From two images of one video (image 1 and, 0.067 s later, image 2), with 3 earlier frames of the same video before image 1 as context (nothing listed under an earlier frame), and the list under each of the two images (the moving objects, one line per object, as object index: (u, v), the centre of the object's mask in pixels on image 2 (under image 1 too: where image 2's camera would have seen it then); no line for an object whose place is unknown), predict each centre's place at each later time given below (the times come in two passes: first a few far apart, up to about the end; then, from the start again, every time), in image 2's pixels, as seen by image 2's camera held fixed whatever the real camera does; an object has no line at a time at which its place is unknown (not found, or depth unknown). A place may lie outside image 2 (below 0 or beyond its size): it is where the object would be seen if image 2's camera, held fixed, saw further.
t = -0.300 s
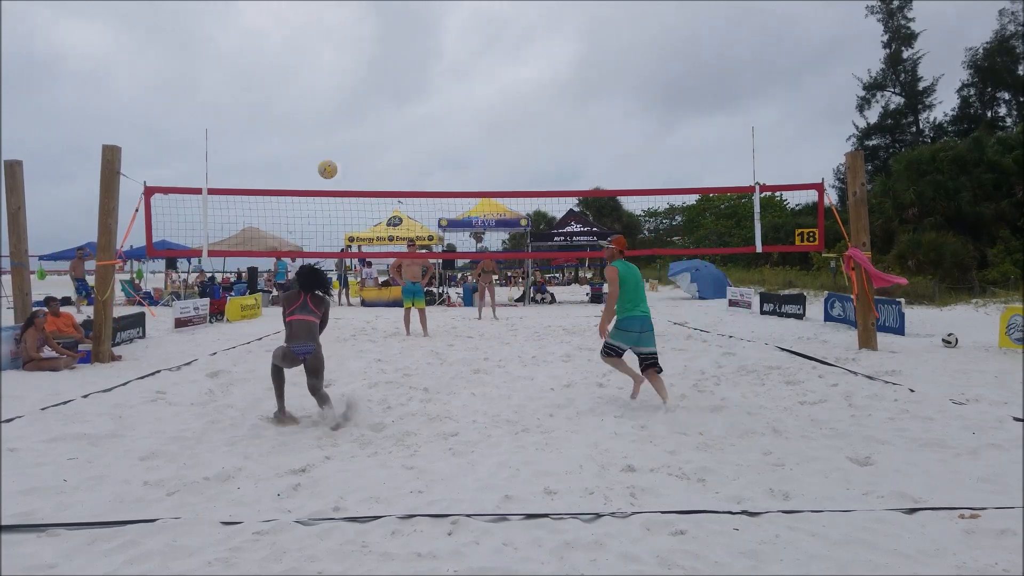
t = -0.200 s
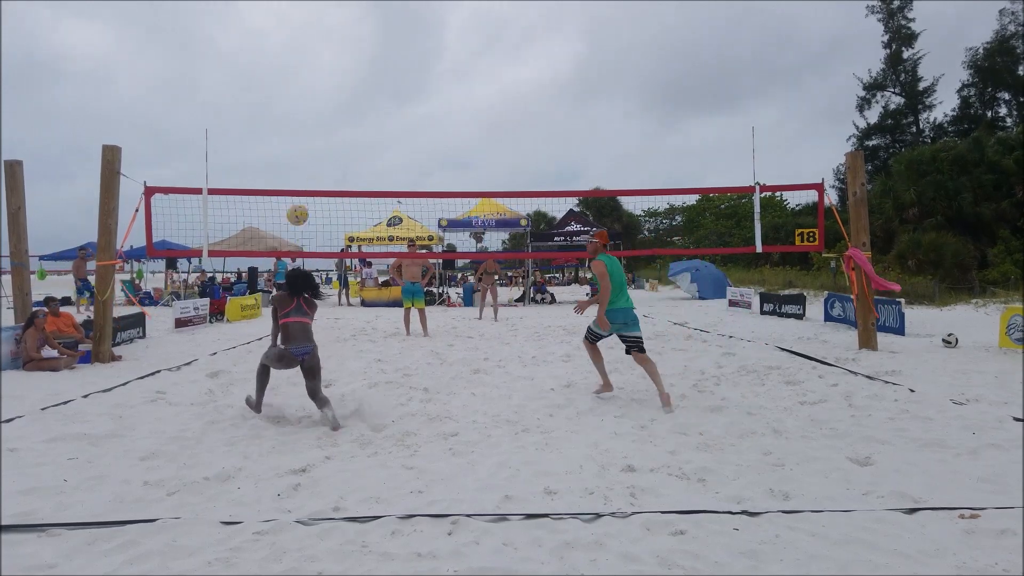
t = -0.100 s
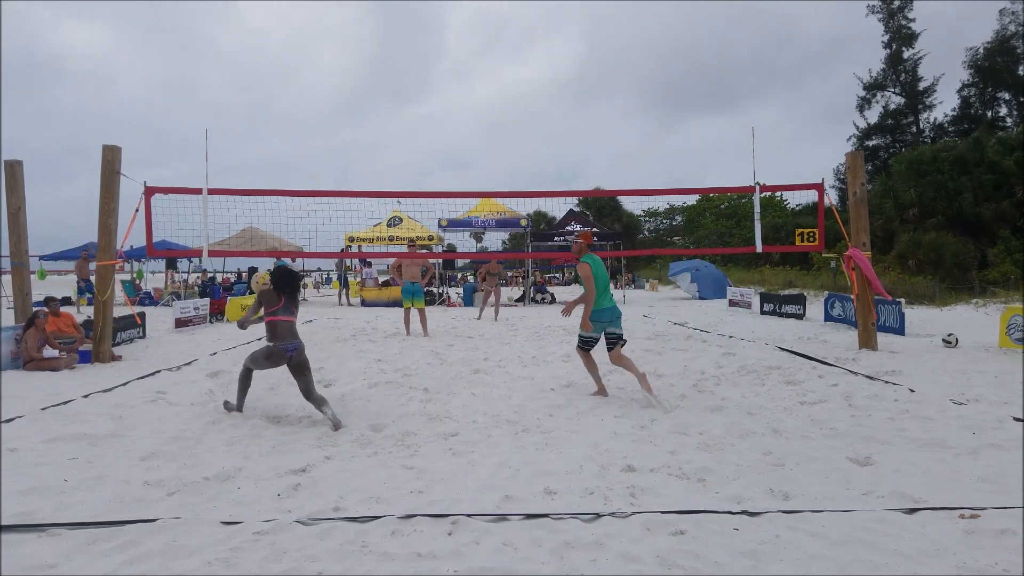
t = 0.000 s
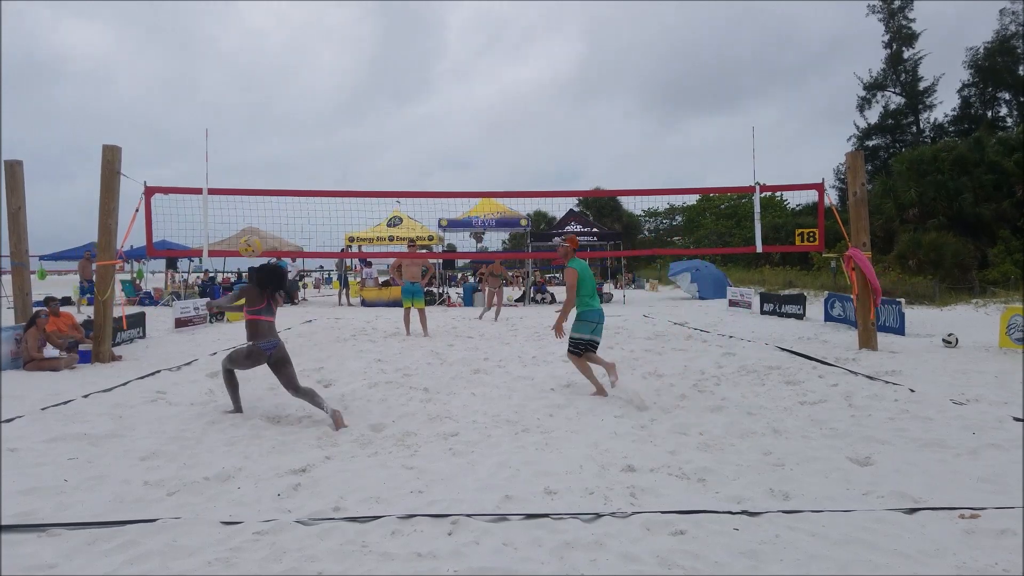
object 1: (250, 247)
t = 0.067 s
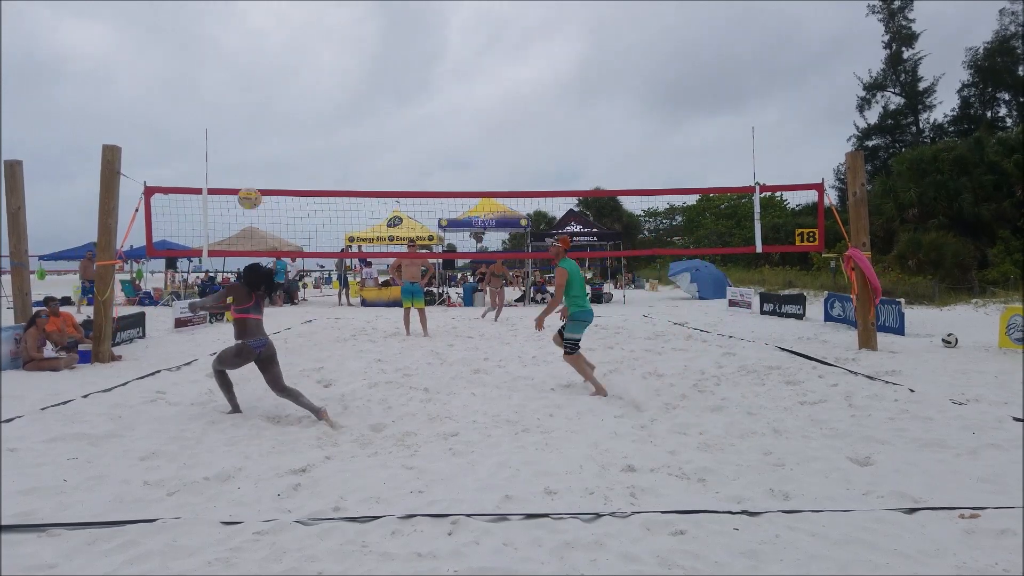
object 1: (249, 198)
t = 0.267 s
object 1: (249, 91)
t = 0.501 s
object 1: (254, 24)
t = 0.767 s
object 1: (265, 11)
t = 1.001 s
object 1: (279, 48)
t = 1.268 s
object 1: (298, 134)
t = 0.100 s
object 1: (249, 177)
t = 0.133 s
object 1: (249, 157)
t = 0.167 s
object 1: (249, 138)
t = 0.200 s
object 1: (248, 121)
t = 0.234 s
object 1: (248, 105)
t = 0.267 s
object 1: (249, 91)
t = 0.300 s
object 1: (249, 78)
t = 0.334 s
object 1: (249, 65)
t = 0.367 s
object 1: (250, 55)
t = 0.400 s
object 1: (251, 45)
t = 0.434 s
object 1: (252, 37)
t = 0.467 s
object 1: (253, 30)
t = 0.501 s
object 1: (254, 24)
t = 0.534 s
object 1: (255, 19)
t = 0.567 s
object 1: (256, 15)
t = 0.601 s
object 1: (257, 12)
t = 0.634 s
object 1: (259, 10)
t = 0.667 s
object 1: (260, 9)
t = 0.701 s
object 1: (262, 9)
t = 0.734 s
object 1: (264, 10)
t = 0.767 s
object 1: (265, 11)
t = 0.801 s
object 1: (267, 15)
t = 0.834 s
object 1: (269, 18)
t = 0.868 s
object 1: (271, 22)
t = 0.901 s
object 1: (273, 28)
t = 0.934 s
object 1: (275, 33)
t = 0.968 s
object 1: (277, 40)
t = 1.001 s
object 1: (279, 48)
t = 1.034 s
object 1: (281, 57)
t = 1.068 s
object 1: (283, 65)
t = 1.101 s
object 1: (286, 75)
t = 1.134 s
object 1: (288, 86)
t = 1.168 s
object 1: (291, 97)
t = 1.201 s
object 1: (293, 108)
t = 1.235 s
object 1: (296, 121)
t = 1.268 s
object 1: (298, 134)
